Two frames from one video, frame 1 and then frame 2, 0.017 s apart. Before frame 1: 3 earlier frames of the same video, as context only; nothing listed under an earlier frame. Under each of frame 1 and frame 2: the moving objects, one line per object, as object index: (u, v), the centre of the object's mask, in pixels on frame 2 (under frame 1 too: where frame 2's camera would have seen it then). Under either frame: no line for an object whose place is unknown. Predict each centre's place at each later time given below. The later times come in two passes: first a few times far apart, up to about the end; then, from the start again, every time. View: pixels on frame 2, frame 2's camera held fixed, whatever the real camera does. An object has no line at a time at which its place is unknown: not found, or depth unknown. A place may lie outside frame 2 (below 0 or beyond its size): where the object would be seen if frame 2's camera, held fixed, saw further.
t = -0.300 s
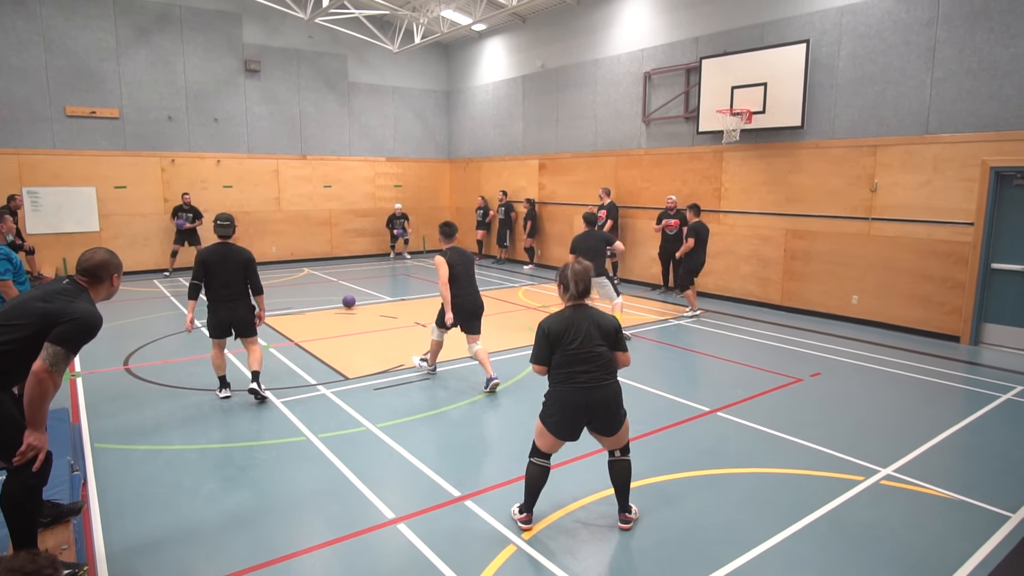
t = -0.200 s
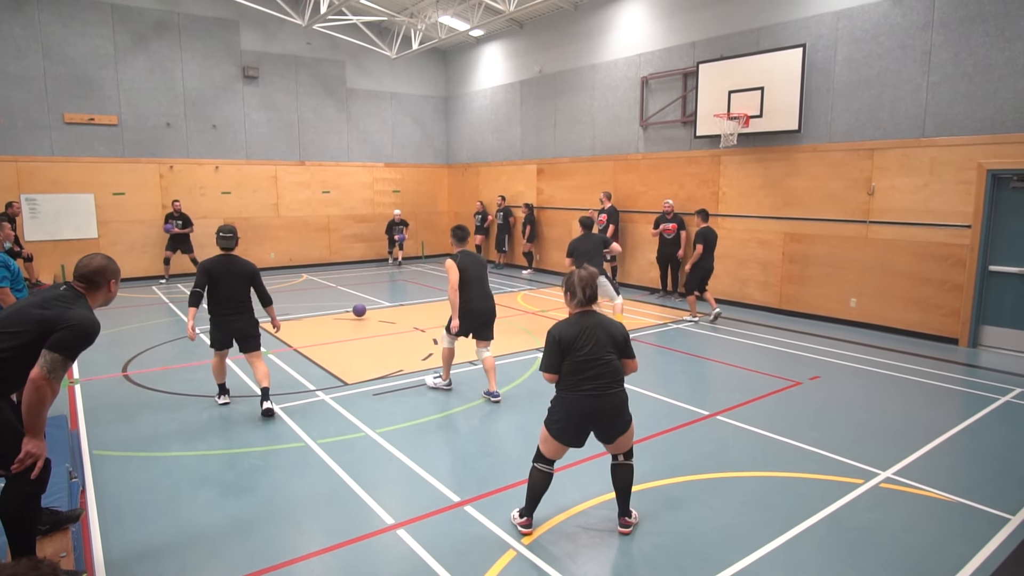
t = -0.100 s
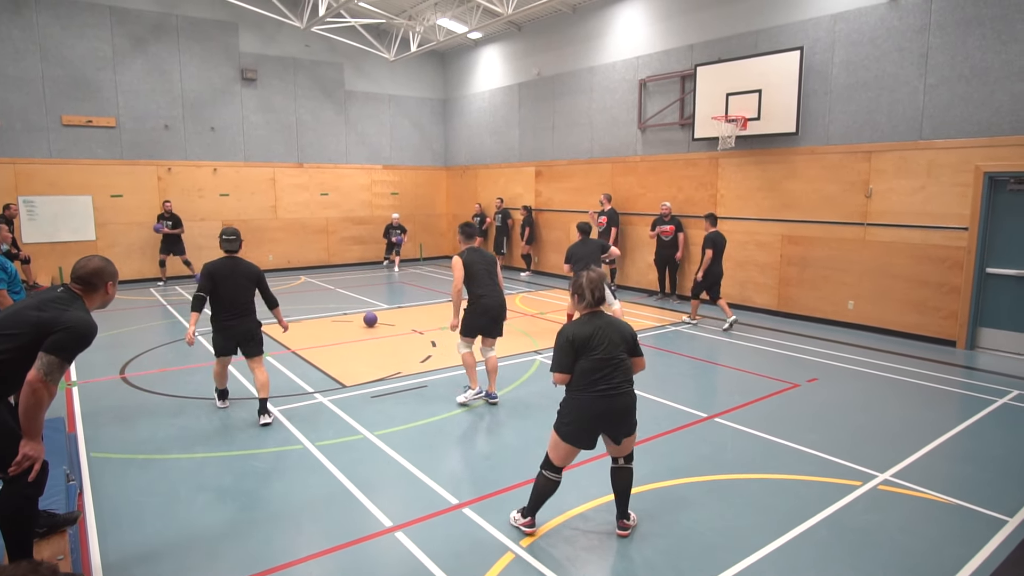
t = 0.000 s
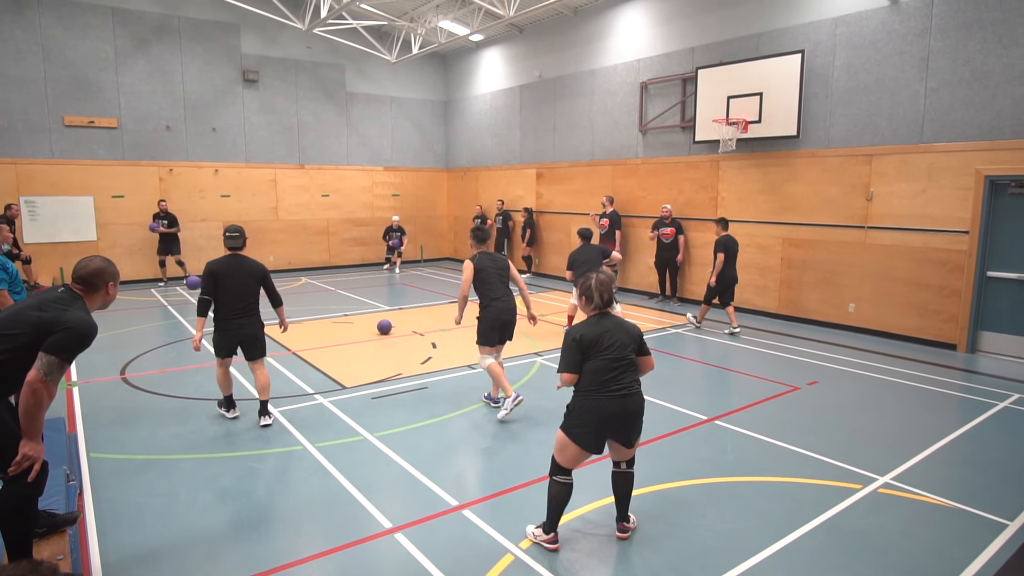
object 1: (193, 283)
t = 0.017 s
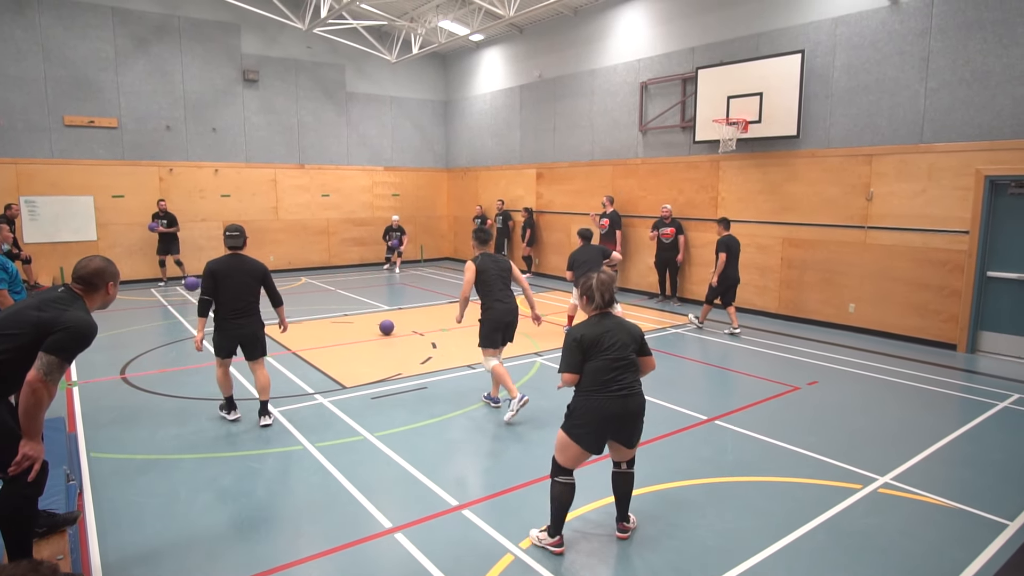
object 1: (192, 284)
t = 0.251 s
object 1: (167, 328)
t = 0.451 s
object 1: (137, 340)
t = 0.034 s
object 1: (190, 285)
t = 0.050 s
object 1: (188, 287)
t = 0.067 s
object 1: (186, 289)
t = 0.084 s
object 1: (184, 291)
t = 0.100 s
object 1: (183, 294)
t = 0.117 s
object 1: (181, 296)
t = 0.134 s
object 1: (179, 299)
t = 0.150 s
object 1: (177, 302)
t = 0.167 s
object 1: (175, 306)
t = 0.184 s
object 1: (174, 310)
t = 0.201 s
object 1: (172, 314)
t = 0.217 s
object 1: (170, 318)
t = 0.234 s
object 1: (168, 323)
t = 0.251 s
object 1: (167, 328)
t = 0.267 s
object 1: (165, 333)
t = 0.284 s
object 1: (163, 338)
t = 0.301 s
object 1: (161, 344)
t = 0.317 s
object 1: (159, 349)
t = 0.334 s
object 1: (156, 347)
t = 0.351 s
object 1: (154, 345)
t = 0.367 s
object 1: (151, 344)
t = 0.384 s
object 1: (148, 343)
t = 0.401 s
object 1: (145, 342)
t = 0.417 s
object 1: (143, 341)
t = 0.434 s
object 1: (140, 341)
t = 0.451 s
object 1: (137, 340)
